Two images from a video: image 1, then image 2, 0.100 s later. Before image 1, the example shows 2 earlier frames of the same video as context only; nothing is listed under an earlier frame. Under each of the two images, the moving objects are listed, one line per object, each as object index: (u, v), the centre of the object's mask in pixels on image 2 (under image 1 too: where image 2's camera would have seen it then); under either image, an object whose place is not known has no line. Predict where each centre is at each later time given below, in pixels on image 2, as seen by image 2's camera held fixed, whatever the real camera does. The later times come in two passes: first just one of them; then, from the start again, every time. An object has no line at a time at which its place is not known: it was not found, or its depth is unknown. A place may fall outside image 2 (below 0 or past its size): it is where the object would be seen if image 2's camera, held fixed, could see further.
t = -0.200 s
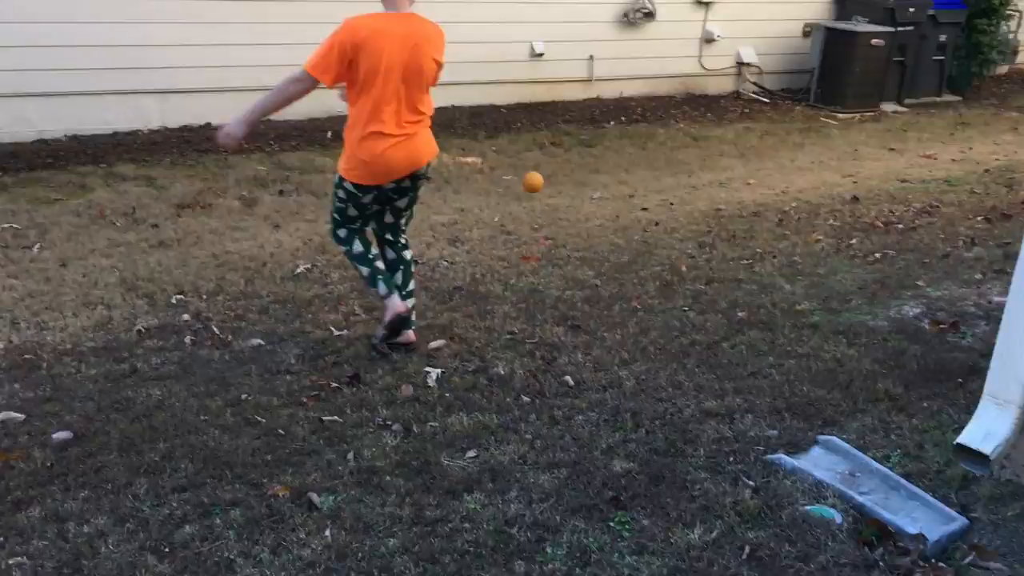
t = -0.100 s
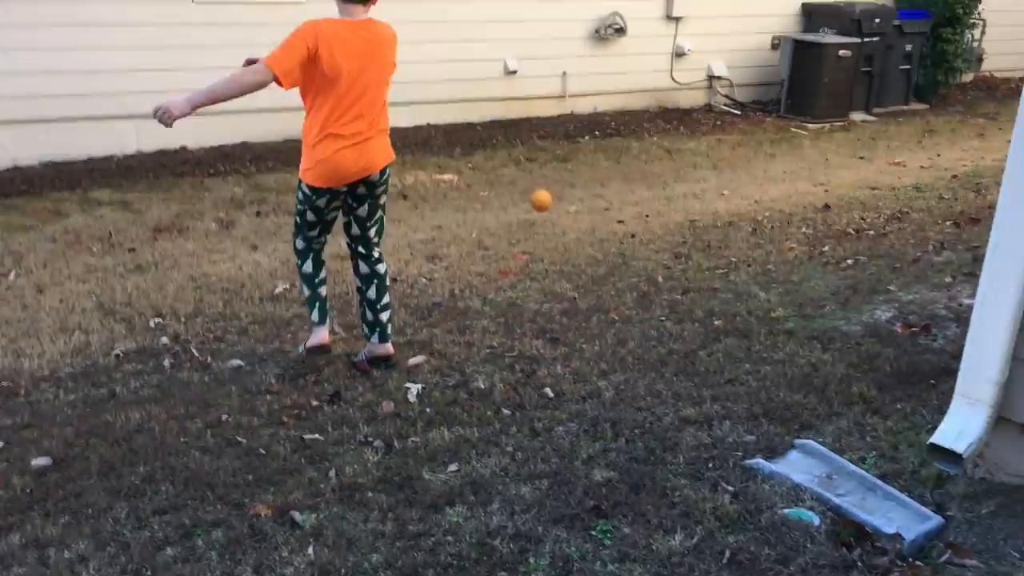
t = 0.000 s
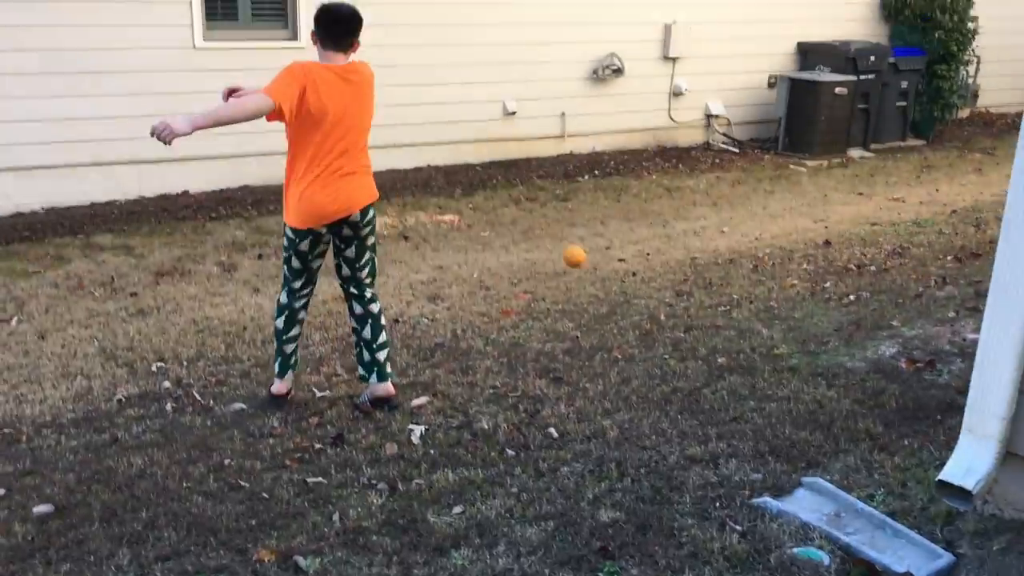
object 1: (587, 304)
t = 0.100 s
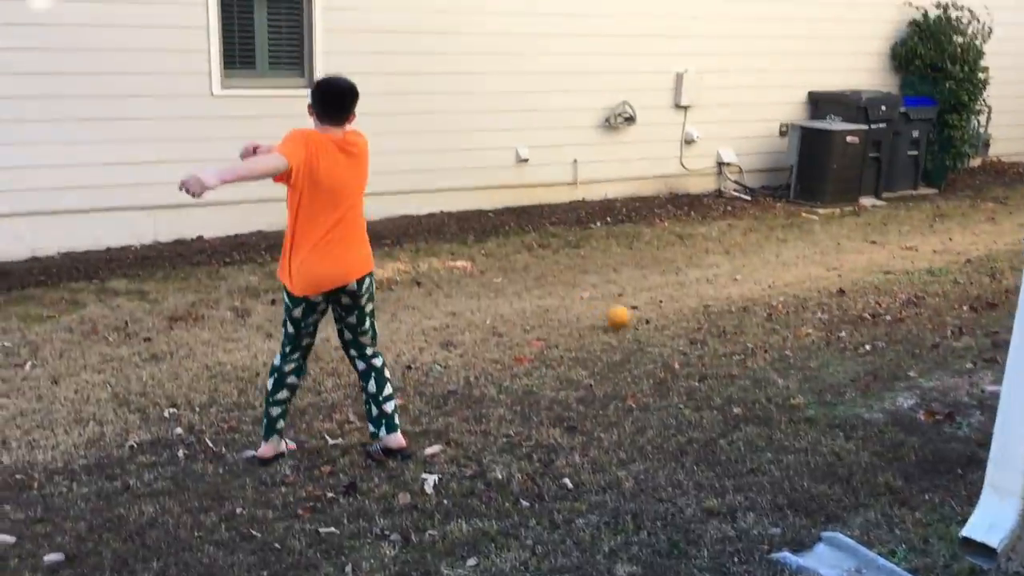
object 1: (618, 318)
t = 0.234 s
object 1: (657, 322)
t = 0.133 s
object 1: (628, 316)
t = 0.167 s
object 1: (637, 316)
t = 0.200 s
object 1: (647, 317)
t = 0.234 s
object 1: (657, 322)
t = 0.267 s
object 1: (667, 327)
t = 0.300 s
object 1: (676, 330)
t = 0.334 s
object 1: (688, 331)
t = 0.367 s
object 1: (698, 332)
